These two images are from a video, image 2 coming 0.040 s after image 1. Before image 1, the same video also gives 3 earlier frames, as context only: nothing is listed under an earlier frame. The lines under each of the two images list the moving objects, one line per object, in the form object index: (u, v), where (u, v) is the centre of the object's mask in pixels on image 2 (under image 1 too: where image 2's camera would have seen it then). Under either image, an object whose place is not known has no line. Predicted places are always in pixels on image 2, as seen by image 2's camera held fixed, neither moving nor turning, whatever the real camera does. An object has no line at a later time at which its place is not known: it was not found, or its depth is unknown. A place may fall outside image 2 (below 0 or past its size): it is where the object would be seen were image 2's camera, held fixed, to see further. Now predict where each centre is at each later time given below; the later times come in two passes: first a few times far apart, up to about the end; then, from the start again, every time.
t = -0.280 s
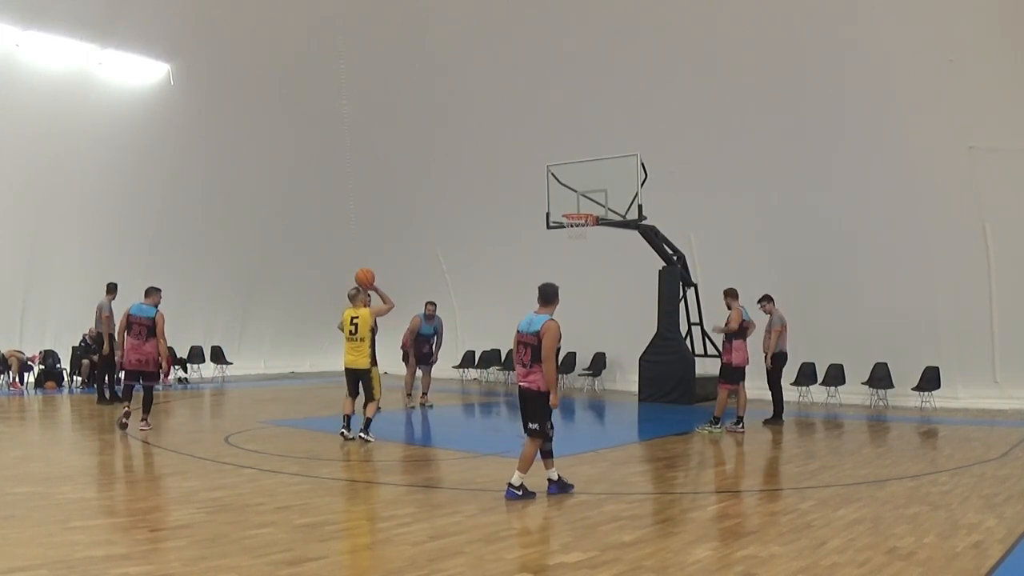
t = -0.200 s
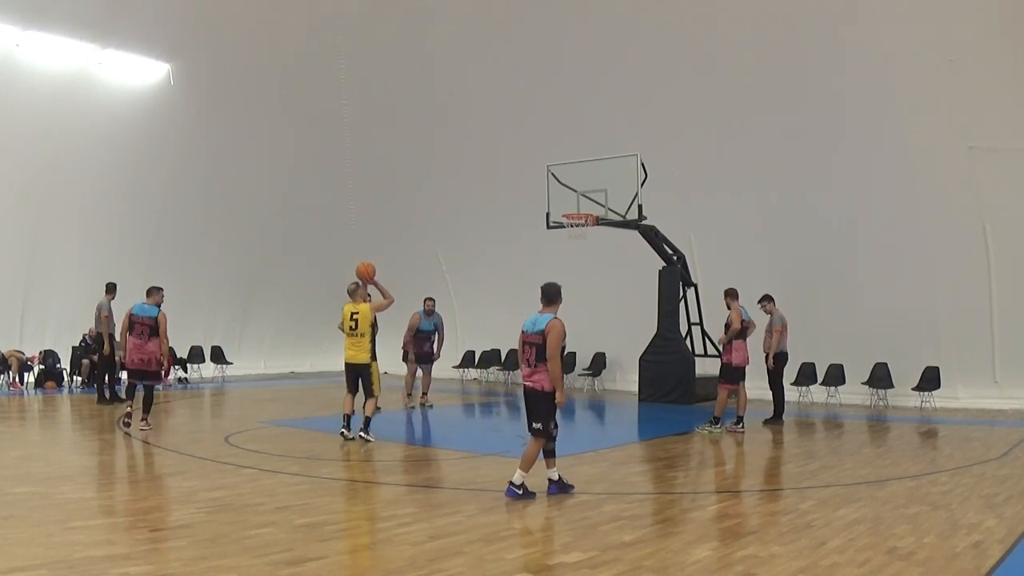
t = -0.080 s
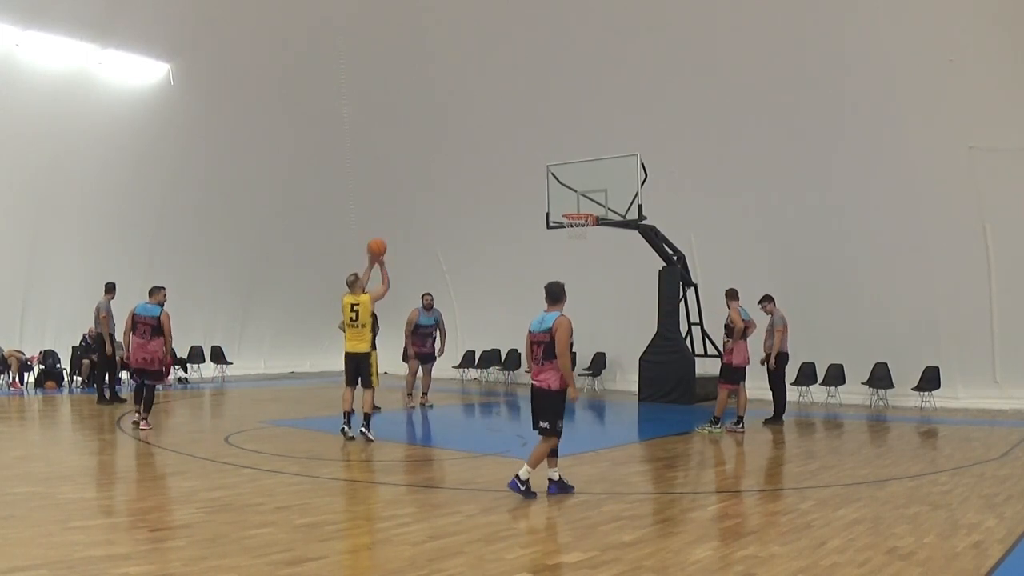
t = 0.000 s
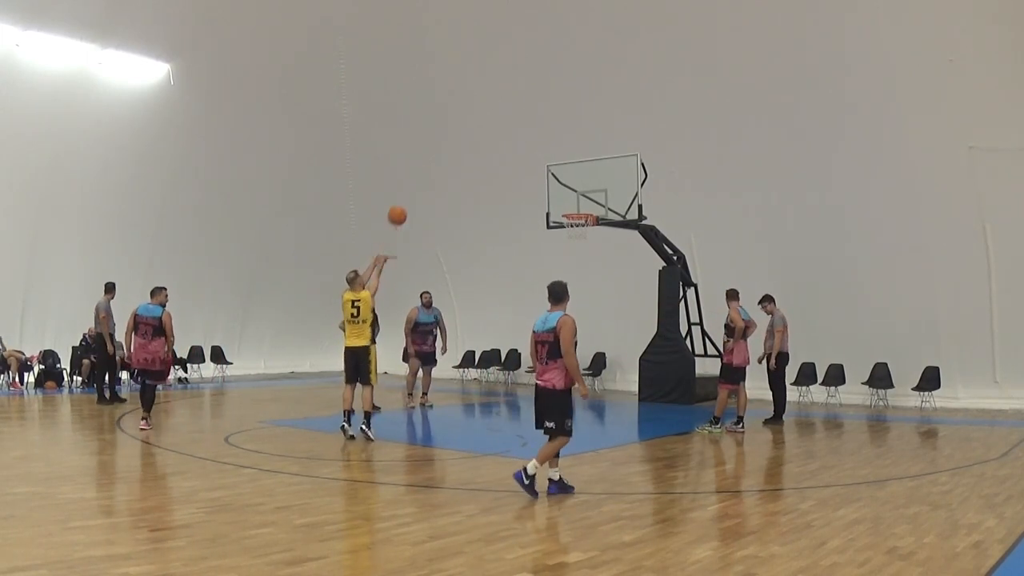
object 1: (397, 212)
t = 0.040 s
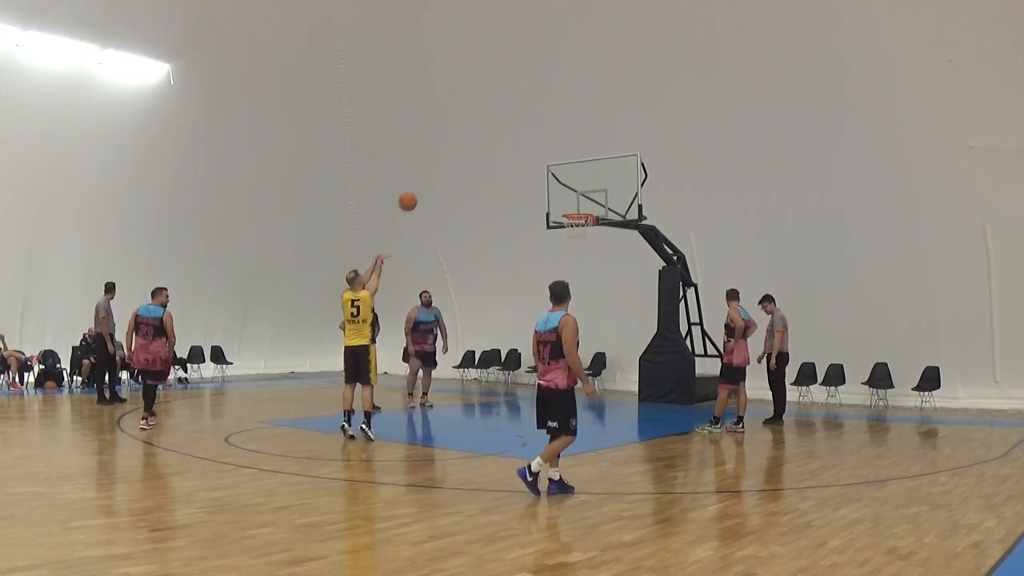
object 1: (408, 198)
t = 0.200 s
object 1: (446, 156)
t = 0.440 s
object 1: (499, 133)
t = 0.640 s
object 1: (536, 145)
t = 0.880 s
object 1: (577, 191)
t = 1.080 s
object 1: (583, 181)
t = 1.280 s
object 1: (576, 170)
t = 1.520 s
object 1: (569, 188)
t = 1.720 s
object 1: (562, 234)
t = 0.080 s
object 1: (418, 185)
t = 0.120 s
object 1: (427, 174)
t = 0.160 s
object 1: (437, 164)
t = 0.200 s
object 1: (446, 156)
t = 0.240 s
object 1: (456, 149)
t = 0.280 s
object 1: (465, 143)
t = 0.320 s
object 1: (474, 139)
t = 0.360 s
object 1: (482, 135)
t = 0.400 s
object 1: (490, 134)
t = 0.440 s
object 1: (499, 133)
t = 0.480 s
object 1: (507, 134)
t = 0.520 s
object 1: (514, 135)
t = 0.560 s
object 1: (522, 138)
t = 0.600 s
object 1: (529, 141)
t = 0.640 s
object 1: (536, 145)
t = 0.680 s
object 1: (544, 151)
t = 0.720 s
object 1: (550, 158)
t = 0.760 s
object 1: (557, 165)
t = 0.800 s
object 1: (564, 173)
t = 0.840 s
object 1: (571, 181)
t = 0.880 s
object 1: (577, 191)
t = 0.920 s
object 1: (583, 202)
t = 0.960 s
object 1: (586, 201)
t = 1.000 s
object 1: (585, 193)
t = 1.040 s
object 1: (584, 187)
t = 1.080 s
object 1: (583, 181)
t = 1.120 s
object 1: (582, 177)
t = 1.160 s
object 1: (580, 173)
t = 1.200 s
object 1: (579, 171)
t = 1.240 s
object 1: (578, 170)
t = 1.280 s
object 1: (576, 170)
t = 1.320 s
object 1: (575, 171)
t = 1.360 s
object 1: (574, 172)
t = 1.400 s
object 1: (573, 175)
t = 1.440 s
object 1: (572, 178)
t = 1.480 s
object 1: (570, 183)
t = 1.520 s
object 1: (569, 188)
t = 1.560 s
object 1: (567, 196)
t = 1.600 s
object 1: (566, 203)
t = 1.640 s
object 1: (564, 212)
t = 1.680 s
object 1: (564, 223)
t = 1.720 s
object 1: (562, 234)
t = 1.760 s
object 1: (560, 246)
